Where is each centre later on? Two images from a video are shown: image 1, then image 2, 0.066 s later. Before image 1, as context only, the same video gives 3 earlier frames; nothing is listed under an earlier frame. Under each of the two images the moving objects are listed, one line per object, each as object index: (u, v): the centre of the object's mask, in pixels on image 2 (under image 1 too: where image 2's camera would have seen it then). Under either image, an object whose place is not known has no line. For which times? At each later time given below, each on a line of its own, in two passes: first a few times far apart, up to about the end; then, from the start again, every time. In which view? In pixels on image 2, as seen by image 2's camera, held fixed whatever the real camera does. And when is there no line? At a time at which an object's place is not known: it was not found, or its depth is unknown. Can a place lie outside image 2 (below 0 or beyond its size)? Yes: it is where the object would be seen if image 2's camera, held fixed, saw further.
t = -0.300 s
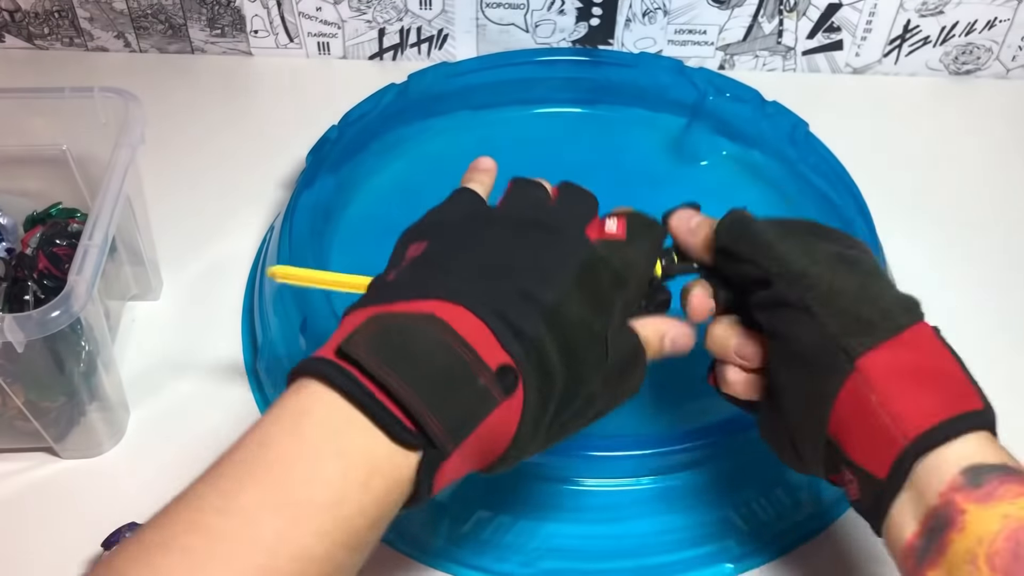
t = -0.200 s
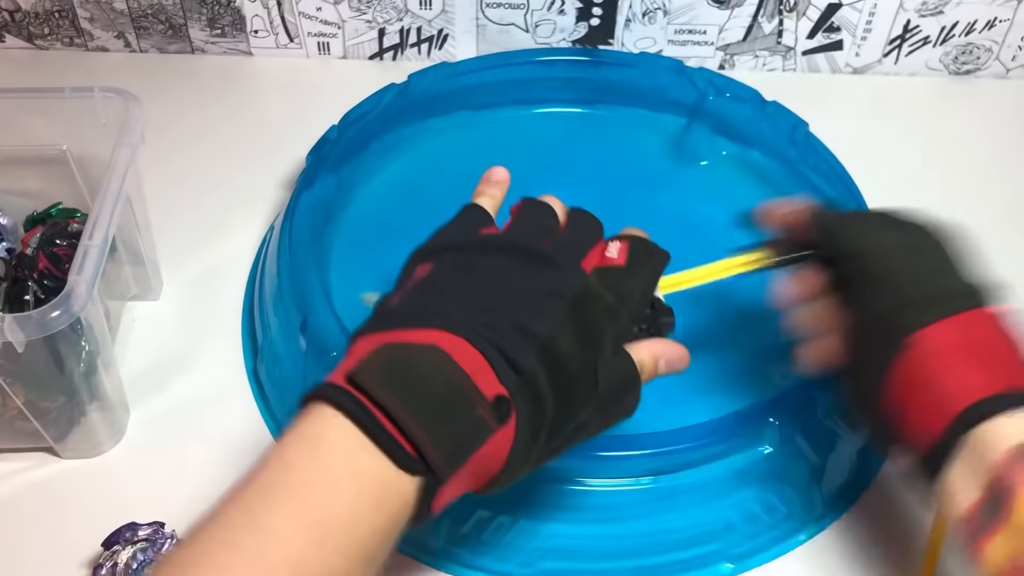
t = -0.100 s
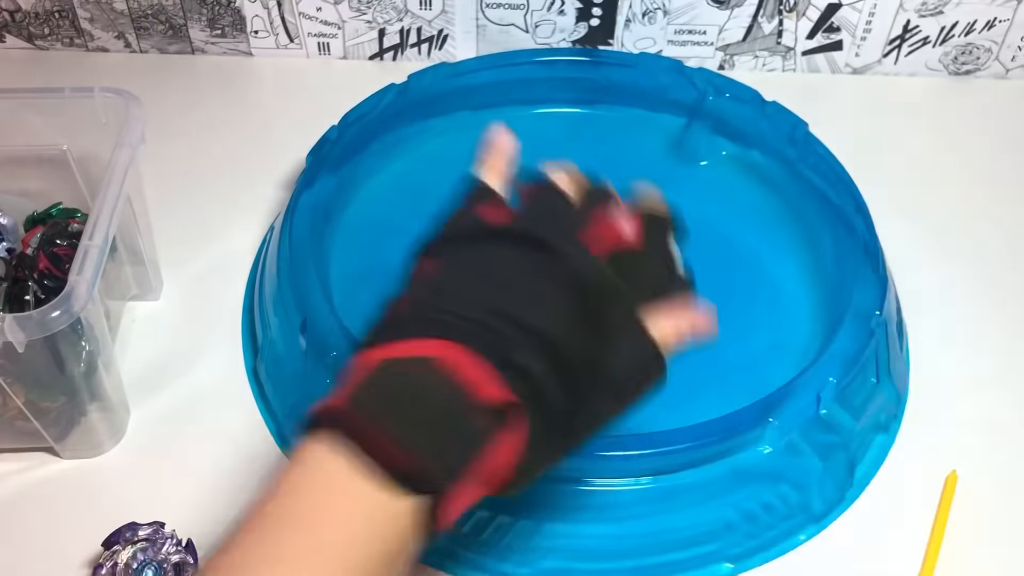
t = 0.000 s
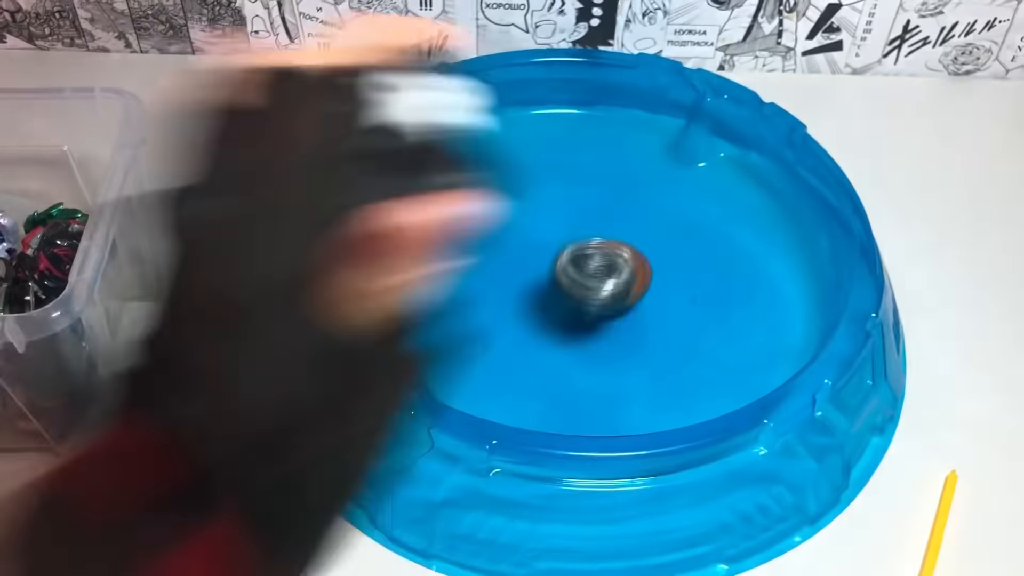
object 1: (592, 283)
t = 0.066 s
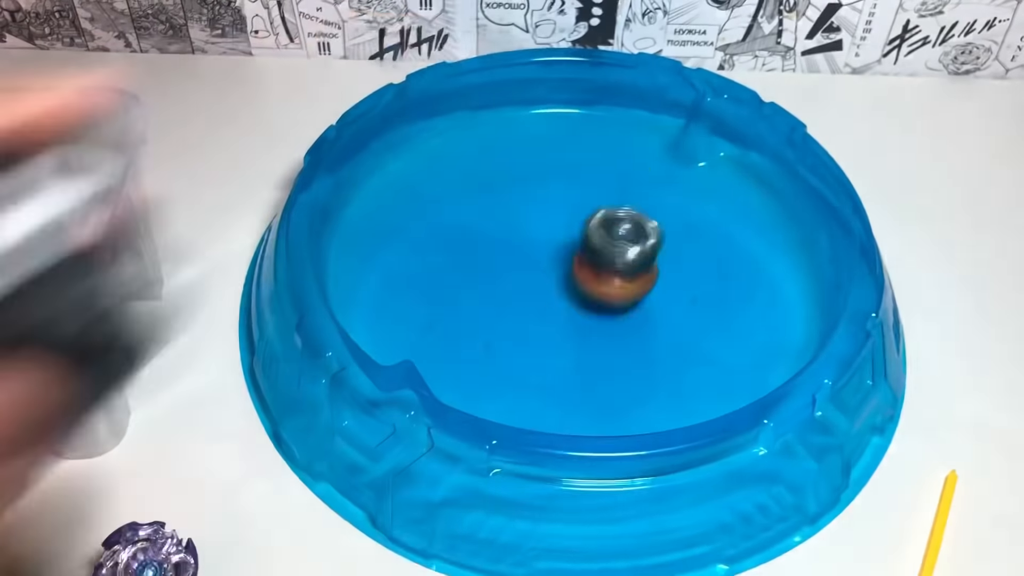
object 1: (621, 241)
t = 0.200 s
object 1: (706, 257)
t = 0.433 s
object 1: (668, 147)
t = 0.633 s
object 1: (542, 168)
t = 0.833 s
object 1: (606, 235)
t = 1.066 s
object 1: (750, 208)
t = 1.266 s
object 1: (644, 179)
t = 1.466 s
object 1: (532, 302)
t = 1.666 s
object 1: (649, 405)
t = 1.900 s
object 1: (789, 263)
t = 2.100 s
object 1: (625, 153)
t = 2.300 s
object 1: (405, 195)
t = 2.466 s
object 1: (409, 339)
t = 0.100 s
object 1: (639, 231)
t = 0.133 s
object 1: (659, 230)
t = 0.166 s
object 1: (678, 242)
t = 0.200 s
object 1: (706, 257)
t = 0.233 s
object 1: (717, 236)
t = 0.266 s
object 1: (724, 222)
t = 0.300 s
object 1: (727, 218)
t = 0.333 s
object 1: (721, 192)
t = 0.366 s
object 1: (711, 175)
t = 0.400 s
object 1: (692, 157)
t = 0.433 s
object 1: (668, 147)
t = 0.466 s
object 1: (641, 150)
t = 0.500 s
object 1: (611, 157)
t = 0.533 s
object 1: (588, 150)
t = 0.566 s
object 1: (570, 151)
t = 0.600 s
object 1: (554, 161)
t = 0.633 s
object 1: (542, 168)
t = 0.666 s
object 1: (542, 177)
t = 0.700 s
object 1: (546, 186)
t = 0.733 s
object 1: (554, 199)
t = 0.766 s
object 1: (567, 214)
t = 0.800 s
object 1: (586, 226)
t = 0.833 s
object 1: (606, 235)
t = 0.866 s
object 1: (631, 242)
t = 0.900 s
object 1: (655, 245)
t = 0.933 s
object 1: (679, 245)
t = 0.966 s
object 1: (702, 240)
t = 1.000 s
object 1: (722, 232)
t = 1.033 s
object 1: (738, 221)
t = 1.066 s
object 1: (750, 208)
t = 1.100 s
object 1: (759, 189)
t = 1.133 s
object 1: (746, 177)
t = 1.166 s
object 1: (727, 168)
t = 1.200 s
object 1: (703, 162)
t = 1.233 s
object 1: (674, 168)
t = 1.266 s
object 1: (644, 179)
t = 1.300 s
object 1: (617, 191)
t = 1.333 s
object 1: (592, 208)
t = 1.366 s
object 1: (569, 228)
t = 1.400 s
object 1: (551, 251)
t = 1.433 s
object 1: (540, 275)
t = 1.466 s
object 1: (532, 302)
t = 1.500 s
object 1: (533, 330)
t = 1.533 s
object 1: (540, 357)
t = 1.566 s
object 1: (558, 383)
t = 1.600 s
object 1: (585, 399)
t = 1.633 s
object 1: (616, 407)
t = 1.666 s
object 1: (649, 405)
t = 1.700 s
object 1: (683, 401)
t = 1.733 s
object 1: (718, 392)
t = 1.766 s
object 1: (747, 375)
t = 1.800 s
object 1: (772, 352)
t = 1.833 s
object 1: (788, 323)
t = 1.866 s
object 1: (793, 292)
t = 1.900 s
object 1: (789, 263)
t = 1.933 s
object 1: (776, 236)
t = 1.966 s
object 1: (756, 212)
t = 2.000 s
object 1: (731, 190)
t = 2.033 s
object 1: (698, 174)
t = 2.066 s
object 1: (663, 161)
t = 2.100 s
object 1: (625, 153)
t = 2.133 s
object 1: (586, 150)
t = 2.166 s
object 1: (546, 150)
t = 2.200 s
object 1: (508, 155)
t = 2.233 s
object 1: (471, 163)
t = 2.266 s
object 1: (436, 177)
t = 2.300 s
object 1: (405, 195)
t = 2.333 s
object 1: (382, 216)
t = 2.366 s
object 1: (376, 247)
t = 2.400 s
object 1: (375, 280)
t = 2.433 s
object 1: (383, 312)
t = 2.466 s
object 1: (409, 339)
